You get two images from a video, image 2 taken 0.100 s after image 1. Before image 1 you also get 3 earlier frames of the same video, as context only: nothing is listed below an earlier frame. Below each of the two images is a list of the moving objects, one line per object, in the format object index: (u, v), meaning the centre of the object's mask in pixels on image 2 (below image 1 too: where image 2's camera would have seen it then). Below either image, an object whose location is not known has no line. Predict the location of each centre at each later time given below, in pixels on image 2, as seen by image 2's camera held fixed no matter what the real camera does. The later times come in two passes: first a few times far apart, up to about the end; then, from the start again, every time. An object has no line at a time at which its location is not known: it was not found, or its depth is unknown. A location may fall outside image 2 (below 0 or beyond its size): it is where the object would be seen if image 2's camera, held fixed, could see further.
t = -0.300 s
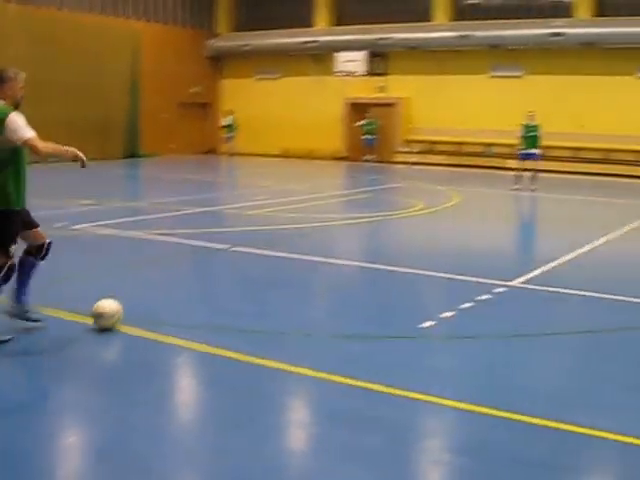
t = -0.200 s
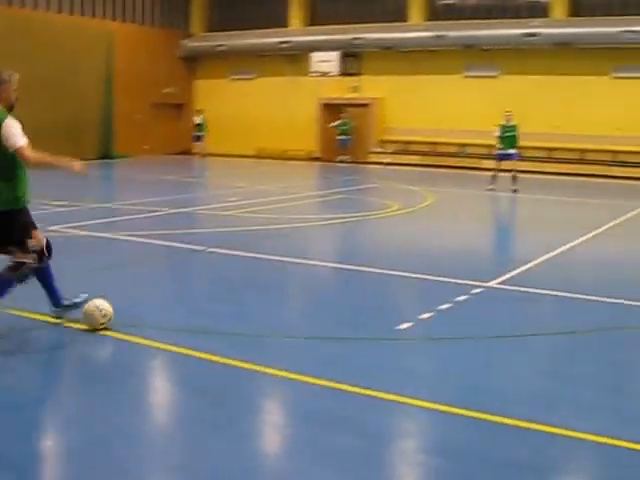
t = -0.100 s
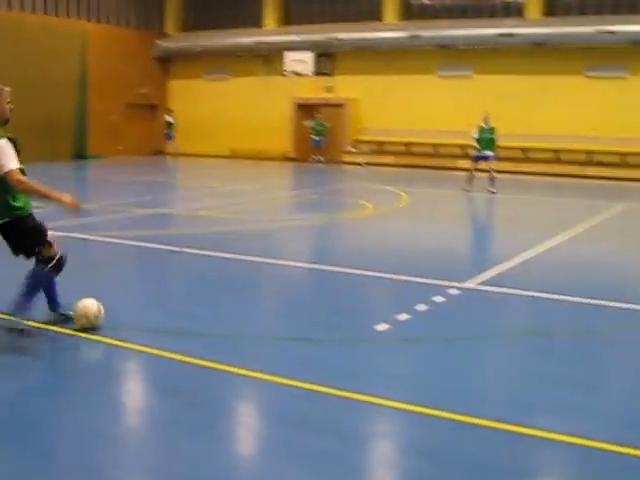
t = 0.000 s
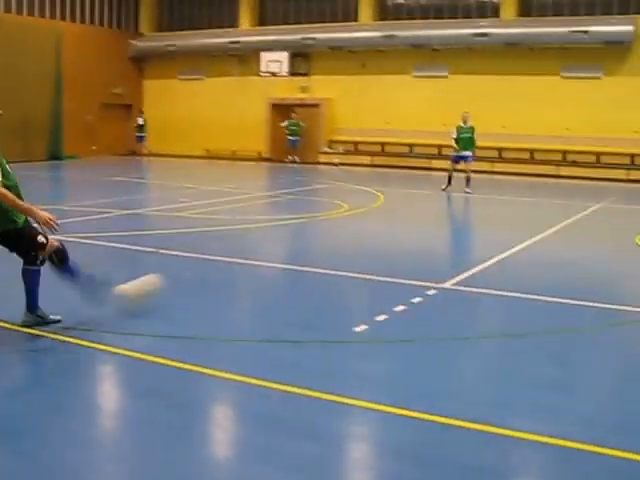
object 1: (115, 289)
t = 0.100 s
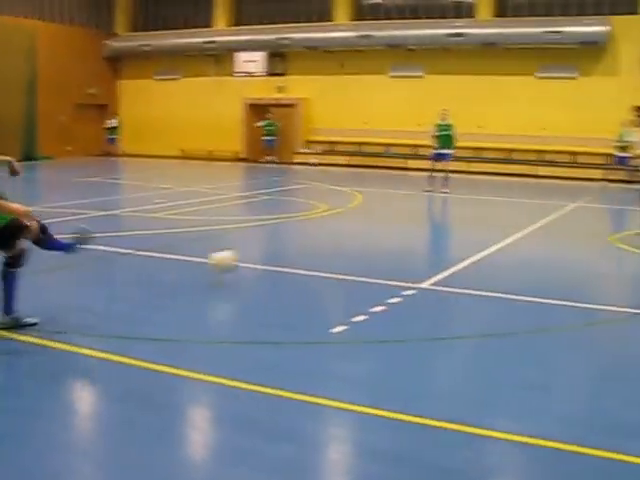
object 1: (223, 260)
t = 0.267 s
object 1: (334, 242)
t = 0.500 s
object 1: (420, 218)
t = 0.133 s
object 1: (251, 254)
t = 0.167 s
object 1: (275, 248)
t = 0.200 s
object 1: (297, 247)
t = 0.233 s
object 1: (318, 247)
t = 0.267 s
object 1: (334, 242)
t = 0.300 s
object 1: (351, 235)
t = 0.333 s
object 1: (364, 231)
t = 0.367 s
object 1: (378, 229)
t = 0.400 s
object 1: (390, 226)
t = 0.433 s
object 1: (401, 225)
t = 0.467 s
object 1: (411, 221)
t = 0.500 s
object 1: (420, 218)
